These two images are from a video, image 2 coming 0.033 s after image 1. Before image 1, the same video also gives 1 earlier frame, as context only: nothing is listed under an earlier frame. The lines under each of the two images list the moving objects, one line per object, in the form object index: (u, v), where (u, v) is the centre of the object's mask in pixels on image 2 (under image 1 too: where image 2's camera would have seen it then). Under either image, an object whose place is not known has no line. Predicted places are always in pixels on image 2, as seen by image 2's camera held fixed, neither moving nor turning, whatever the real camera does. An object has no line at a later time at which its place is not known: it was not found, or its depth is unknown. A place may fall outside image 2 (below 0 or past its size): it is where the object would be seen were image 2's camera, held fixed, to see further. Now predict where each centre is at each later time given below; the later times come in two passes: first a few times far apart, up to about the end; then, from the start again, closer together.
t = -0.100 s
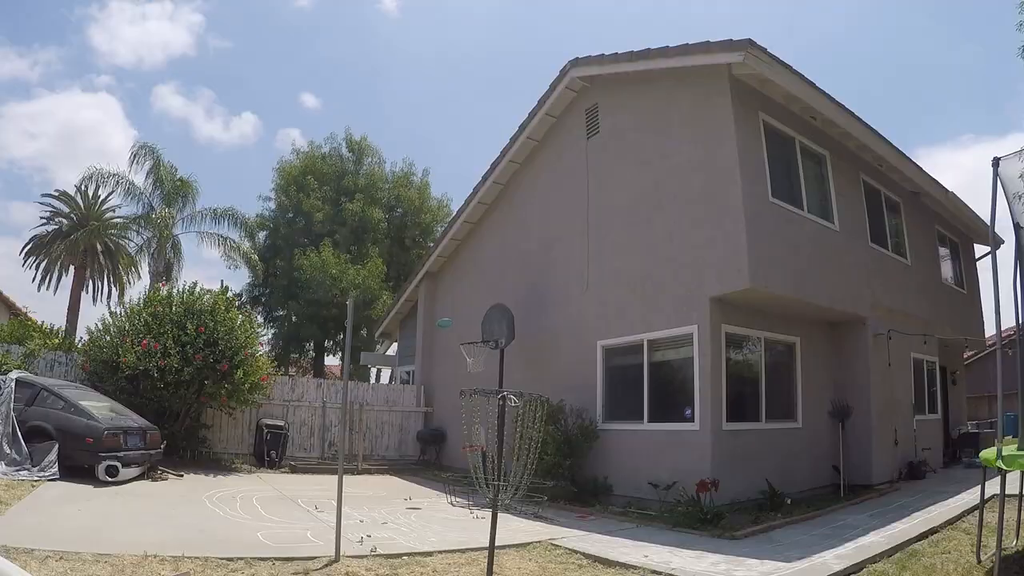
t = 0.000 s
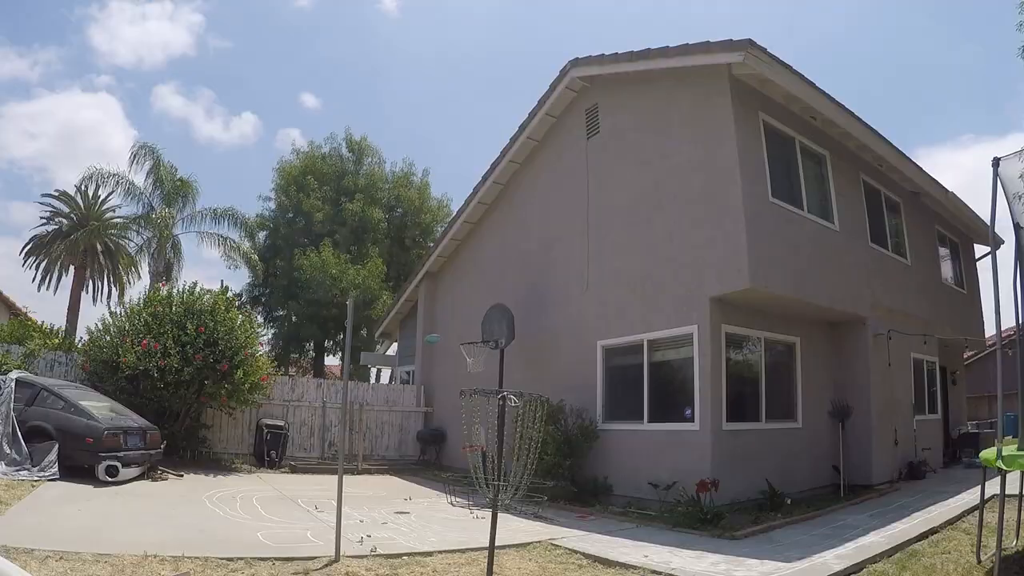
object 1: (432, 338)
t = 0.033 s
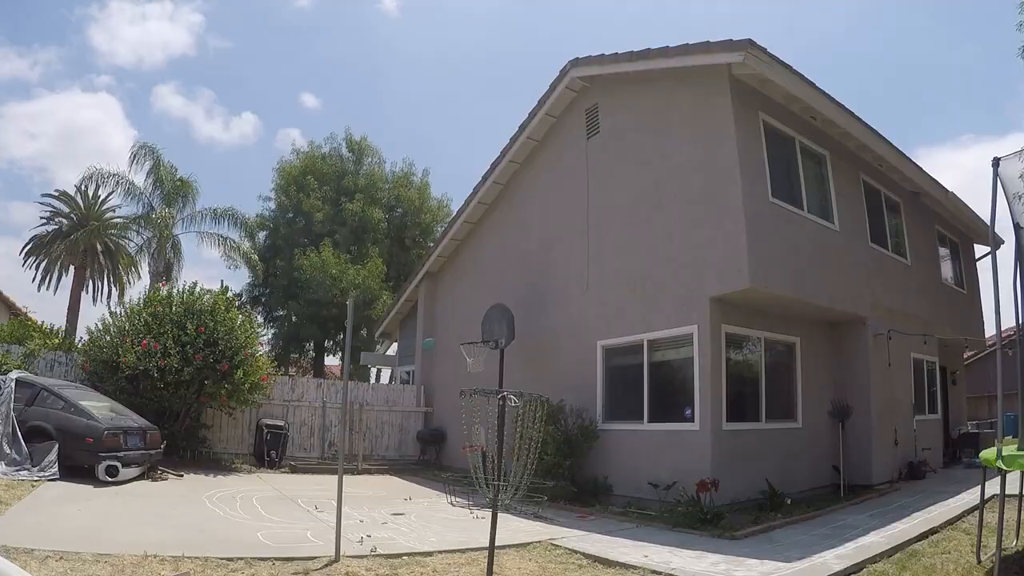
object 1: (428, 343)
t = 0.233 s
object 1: (388, 400)
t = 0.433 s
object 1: (329, 488)
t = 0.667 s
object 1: (297, 520)
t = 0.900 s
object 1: (283, 542)
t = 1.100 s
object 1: (274, 554)
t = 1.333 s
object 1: (272, 561)
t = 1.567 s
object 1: (272, 561)
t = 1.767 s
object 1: (272, 561)
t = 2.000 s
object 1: (272, 561)
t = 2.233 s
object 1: (272, 561)
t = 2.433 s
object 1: (272, 561)
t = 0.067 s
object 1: (421, 352)
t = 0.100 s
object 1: (416, 360)
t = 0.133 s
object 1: (408, 368)
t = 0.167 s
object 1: (403, 379)
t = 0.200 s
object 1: (395, 389)
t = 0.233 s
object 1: (388, 400)
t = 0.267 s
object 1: (379, 412)
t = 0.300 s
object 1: (371, 426)
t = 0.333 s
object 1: (361, 440)
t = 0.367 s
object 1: (352, 456)
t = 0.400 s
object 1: (347, 469)
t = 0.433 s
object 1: (329, 488)
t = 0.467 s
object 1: (320, 506)
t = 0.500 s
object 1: (309, 523)
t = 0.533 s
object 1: (304, 525)
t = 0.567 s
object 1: (303, 523)
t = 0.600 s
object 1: (301, 521)
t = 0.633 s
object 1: (299, 520)
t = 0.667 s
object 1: (297, 520)
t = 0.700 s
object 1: (295, 522)
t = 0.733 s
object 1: (292, 525)
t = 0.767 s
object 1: (290, 530)
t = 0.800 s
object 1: (289, 534)
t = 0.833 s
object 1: (287, 536)
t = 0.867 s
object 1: (284, 540)
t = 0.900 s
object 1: (283, 542)
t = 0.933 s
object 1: (281, 545)
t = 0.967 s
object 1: (279, 548)
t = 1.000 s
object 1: (277, 550)
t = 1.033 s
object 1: (276, 552)
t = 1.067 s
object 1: (275, 554)
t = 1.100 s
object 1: (274, 554)
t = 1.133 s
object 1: (273, 555)
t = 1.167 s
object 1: (272, 556)
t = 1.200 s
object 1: (272, 558)
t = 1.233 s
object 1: (271, 560)
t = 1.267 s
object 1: (271, 560)
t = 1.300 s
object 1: (271, 561)
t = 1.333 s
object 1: (272, 561)
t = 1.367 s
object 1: (272, 561)
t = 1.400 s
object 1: (272, 561)
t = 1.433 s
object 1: (272, 561)
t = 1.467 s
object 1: (272, 561)
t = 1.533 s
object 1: (272, 561)
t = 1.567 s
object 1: (272, 561)
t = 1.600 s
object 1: (272, 561)
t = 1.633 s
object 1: (272, 561)
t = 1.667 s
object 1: (272, 561)
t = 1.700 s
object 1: (272, 561)
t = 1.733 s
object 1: (272, 561)
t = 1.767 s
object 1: (272, 561)
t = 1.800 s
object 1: (272, 561)
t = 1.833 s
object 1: (272, 561)
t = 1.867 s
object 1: (272, 561)
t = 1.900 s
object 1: (272, 561)
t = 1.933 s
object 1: (272, 561)
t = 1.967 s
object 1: (272, 561)
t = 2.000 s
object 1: (272, 561)
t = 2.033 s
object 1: (272, 561)
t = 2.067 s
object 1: (272, 561)
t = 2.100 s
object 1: (272, 561)
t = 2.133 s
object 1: (272, 561)
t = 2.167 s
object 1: (272, 561)
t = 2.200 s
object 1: (272, 561)
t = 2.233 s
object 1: (272, 561)
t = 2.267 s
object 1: (272, 561)
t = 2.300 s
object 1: (272, 561)
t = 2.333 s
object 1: (272, 561)
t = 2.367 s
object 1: (272, 561)
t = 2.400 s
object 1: (272, 561)
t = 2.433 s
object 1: (272, 561)
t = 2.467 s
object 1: (272, 561)
